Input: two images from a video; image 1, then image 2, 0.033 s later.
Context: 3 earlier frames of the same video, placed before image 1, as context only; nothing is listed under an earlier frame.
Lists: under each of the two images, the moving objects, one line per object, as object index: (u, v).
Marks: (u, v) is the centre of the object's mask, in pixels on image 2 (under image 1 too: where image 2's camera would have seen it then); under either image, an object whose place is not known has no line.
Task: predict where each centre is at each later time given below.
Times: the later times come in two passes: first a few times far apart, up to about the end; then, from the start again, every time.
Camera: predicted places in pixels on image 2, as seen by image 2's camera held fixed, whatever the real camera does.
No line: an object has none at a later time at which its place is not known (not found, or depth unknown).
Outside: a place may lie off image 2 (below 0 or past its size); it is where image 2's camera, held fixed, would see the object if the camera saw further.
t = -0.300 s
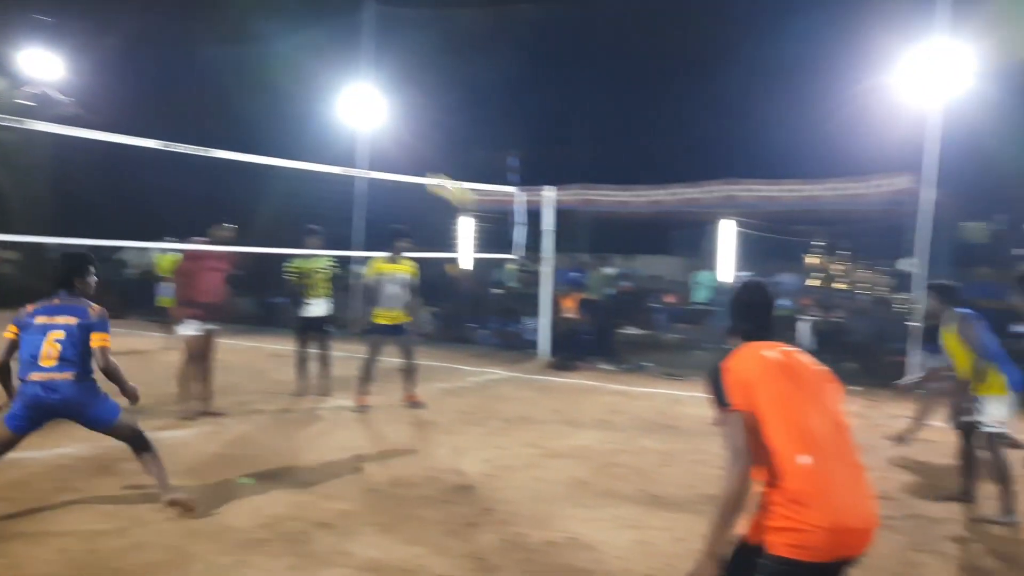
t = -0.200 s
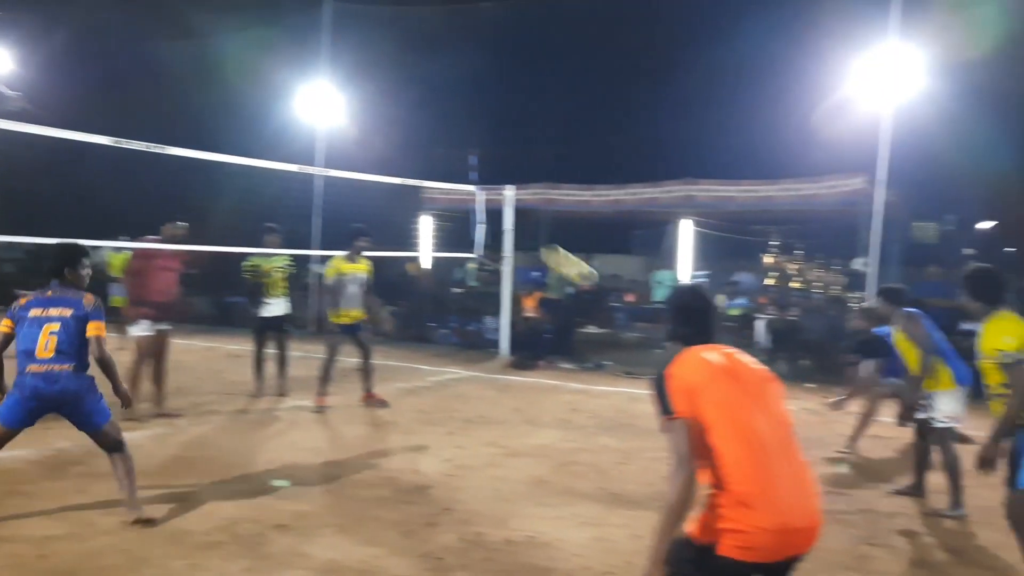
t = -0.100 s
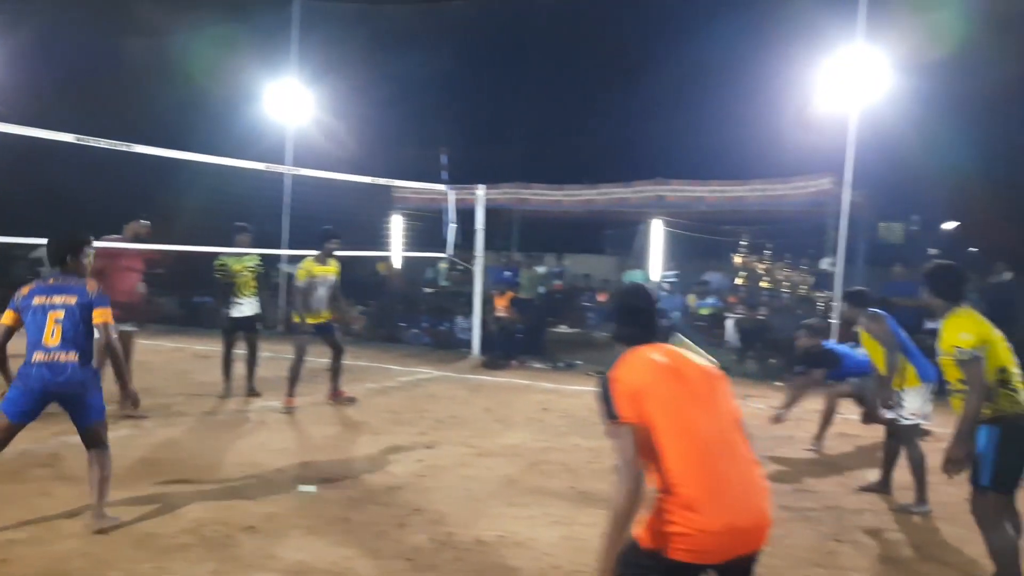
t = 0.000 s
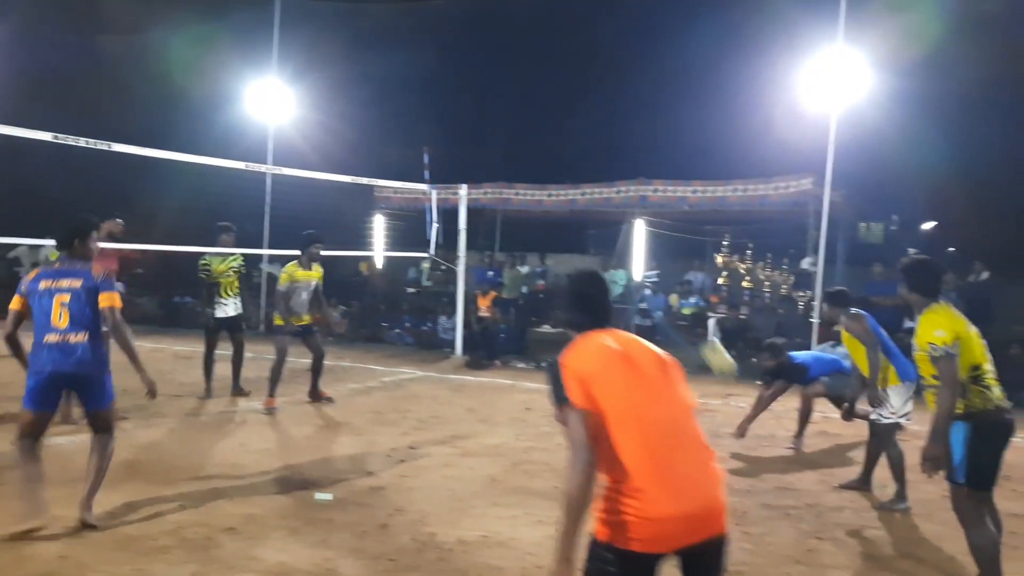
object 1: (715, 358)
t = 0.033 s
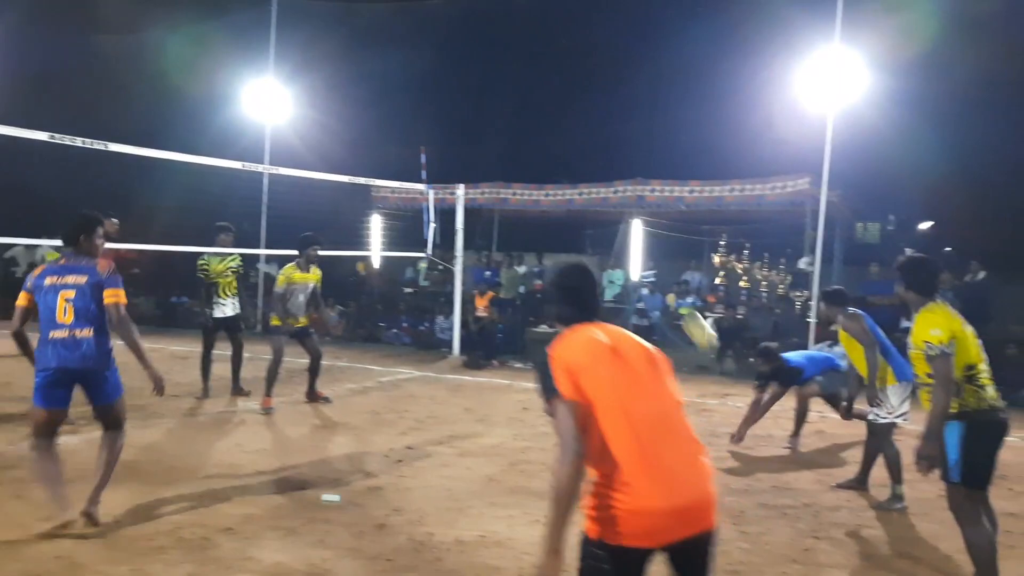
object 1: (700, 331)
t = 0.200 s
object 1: (622, 220)
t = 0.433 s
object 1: (535, 126)
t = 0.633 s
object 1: (469, 92)
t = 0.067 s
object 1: (684, 307)
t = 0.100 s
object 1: (669, 282)
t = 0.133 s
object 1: (655, 261)
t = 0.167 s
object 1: (642, 244)
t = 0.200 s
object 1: (622, 220)
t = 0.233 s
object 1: (612, 205)
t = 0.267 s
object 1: (597, 186)
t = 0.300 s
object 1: (585, 173)
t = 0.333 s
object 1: (572, 160)
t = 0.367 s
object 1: (559, 147)
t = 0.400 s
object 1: (547, 136)
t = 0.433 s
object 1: (535, 126)
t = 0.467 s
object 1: (523, 117)
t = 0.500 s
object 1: (512, 110)
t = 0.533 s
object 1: (501, 104)
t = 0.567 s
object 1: (490, 99)
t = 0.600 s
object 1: (479, 95)
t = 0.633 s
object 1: (469, 92)
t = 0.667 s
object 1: (459, 91)
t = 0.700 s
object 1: (448, 90)
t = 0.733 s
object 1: (438, 90)
